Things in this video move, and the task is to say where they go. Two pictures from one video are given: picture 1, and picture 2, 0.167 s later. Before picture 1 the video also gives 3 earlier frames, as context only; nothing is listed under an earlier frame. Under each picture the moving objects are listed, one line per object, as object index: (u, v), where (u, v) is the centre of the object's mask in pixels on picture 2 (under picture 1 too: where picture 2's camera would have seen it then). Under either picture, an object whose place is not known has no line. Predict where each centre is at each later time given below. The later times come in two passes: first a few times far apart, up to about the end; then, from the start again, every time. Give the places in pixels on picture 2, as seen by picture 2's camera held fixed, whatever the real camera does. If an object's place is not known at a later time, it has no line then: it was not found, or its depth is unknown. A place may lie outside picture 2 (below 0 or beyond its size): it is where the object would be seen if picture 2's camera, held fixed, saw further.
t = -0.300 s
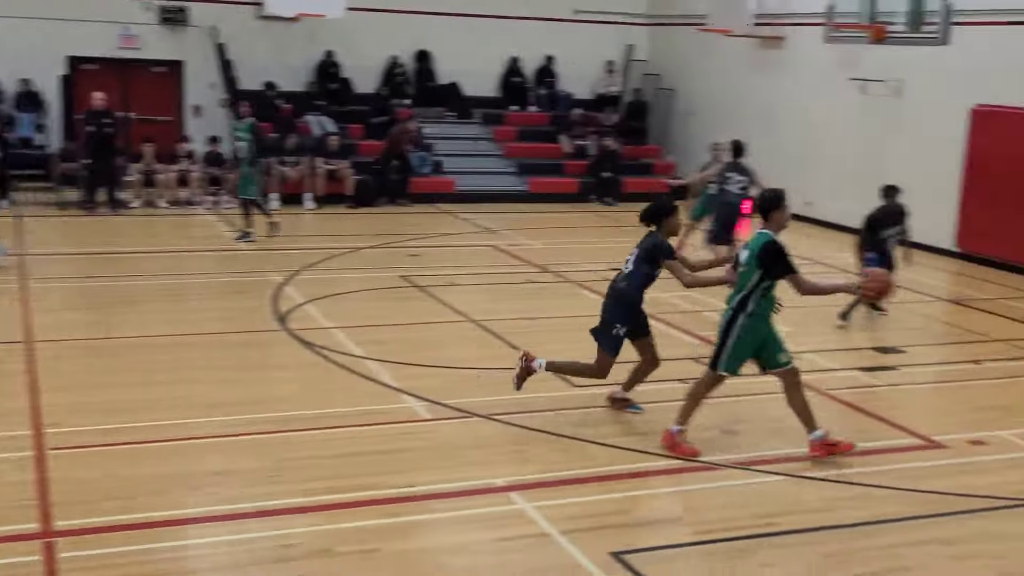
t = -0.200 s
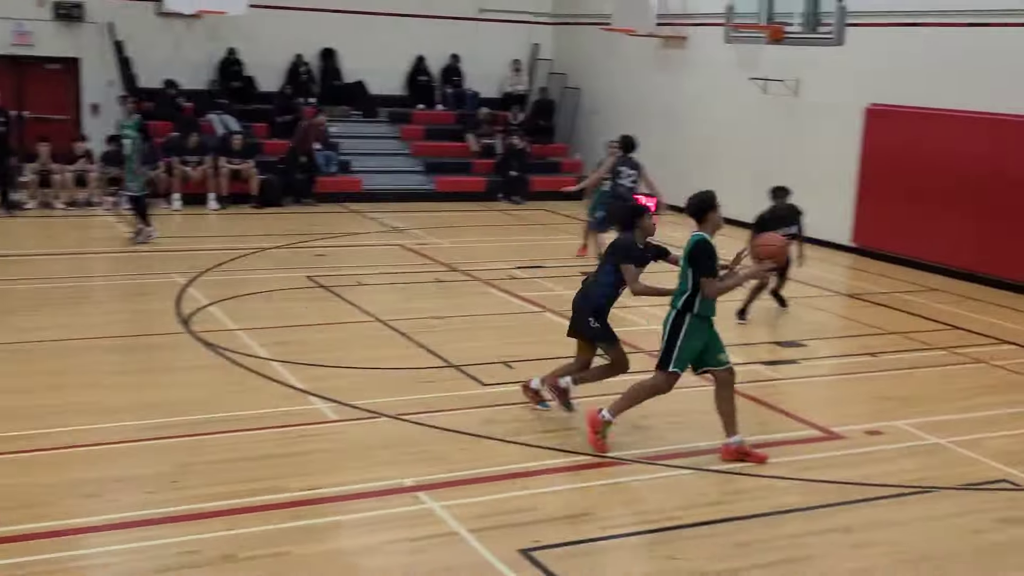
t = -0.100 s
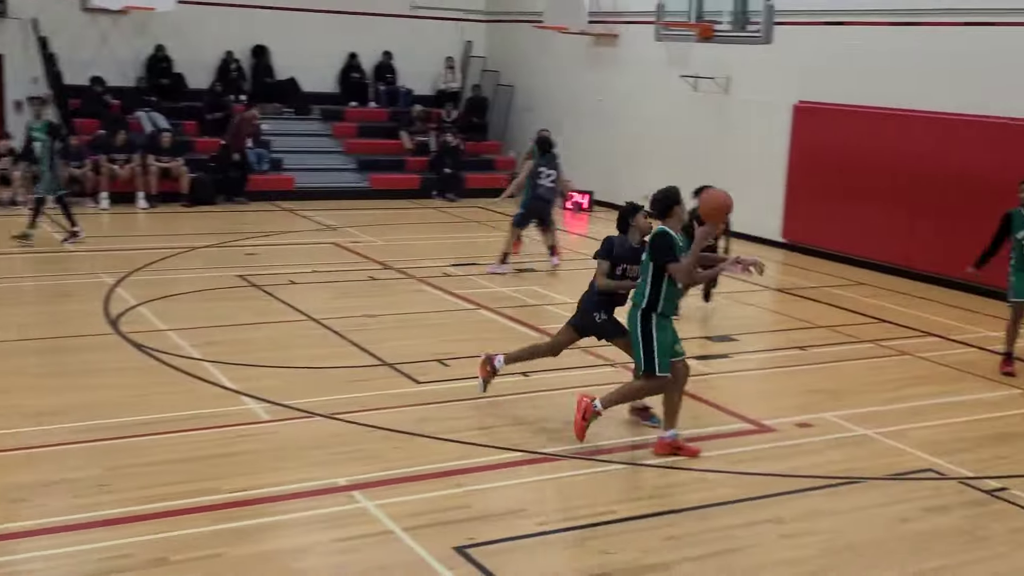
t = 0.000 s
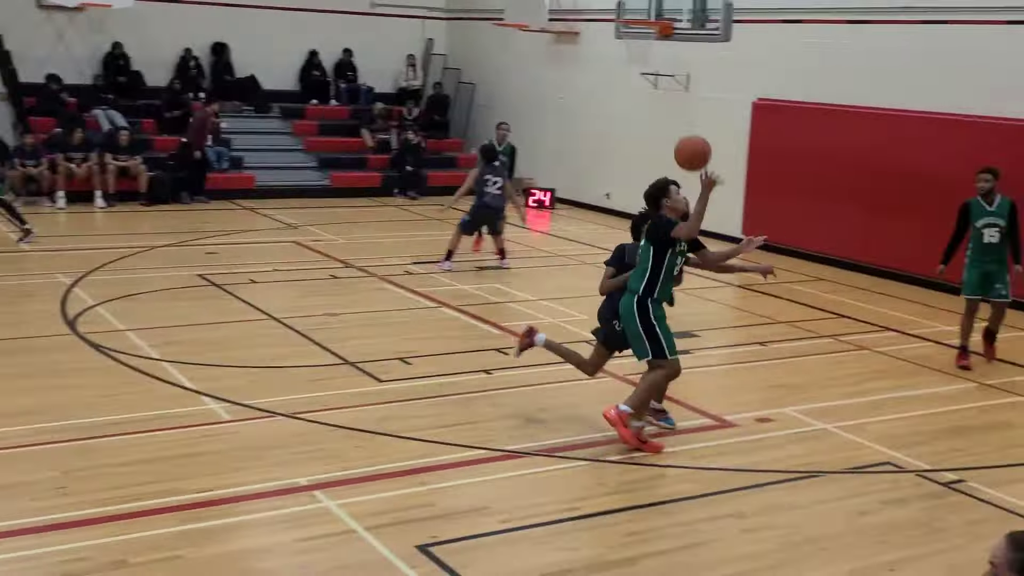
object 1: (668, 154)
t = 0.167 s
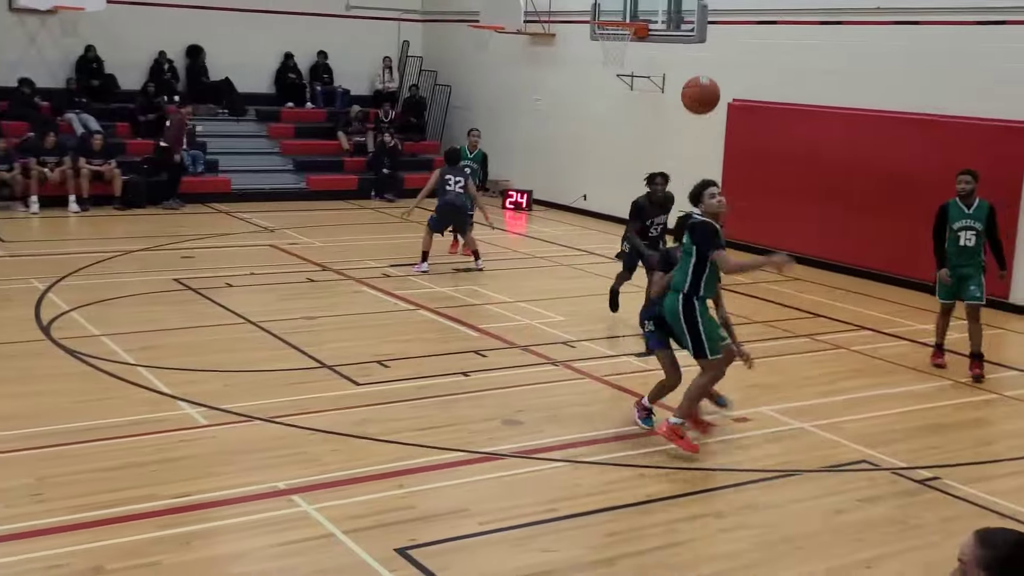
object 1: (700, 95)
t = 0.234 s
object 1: (712, 83)
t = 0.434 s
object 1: (747, 87)
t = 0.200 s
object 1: (706, 88)
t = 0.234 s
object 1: (712, 83)
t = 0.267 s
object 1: (719, 79)
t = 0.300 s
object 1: (725, 77)
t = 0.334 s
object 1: (730, 77)
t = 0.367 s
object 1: (736, 79)
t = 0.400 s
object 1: (741, 83)
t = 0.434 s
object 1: (747, 87)
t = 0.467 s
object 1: (753, 94)
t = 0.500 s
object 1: (758, 105)
